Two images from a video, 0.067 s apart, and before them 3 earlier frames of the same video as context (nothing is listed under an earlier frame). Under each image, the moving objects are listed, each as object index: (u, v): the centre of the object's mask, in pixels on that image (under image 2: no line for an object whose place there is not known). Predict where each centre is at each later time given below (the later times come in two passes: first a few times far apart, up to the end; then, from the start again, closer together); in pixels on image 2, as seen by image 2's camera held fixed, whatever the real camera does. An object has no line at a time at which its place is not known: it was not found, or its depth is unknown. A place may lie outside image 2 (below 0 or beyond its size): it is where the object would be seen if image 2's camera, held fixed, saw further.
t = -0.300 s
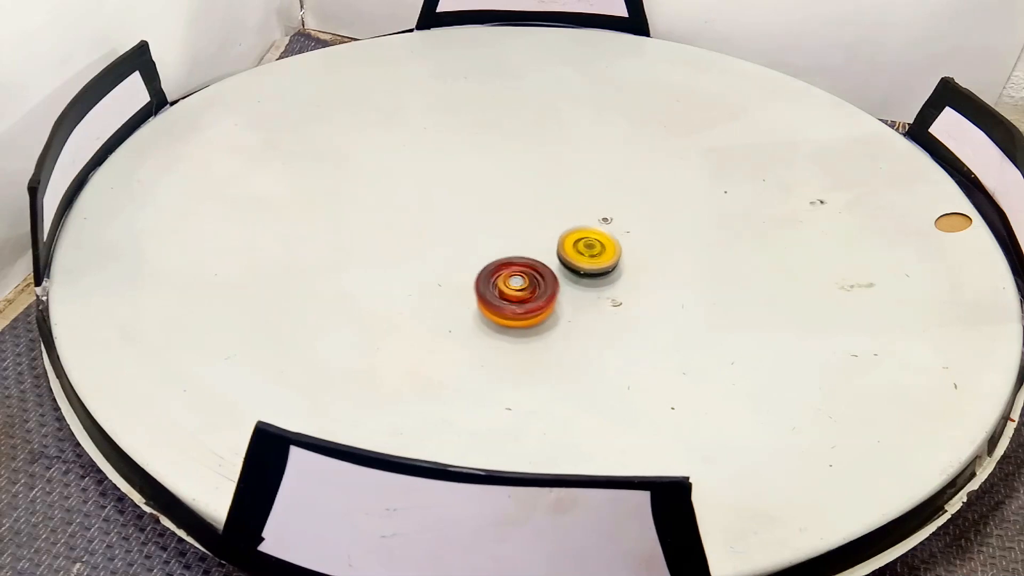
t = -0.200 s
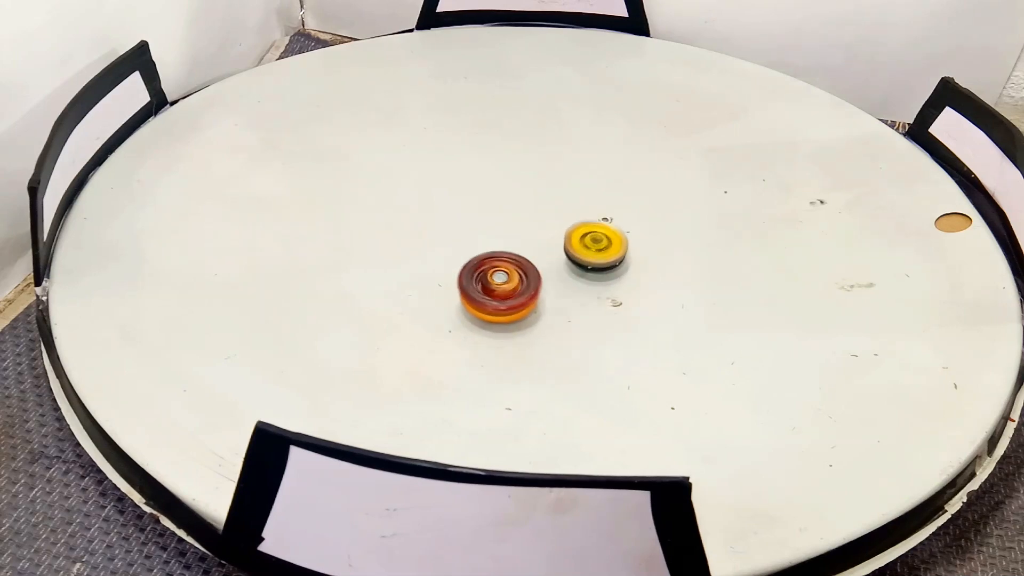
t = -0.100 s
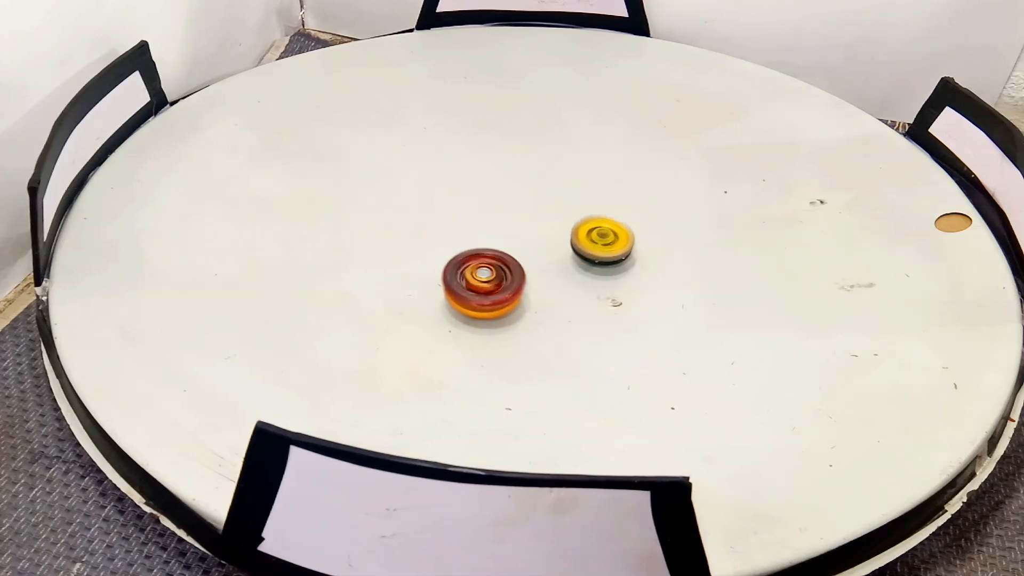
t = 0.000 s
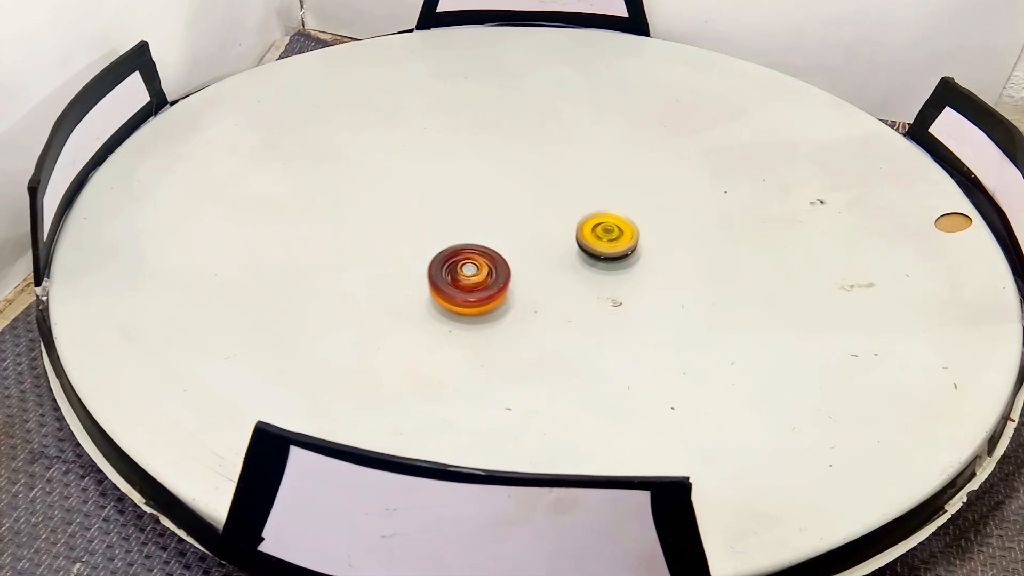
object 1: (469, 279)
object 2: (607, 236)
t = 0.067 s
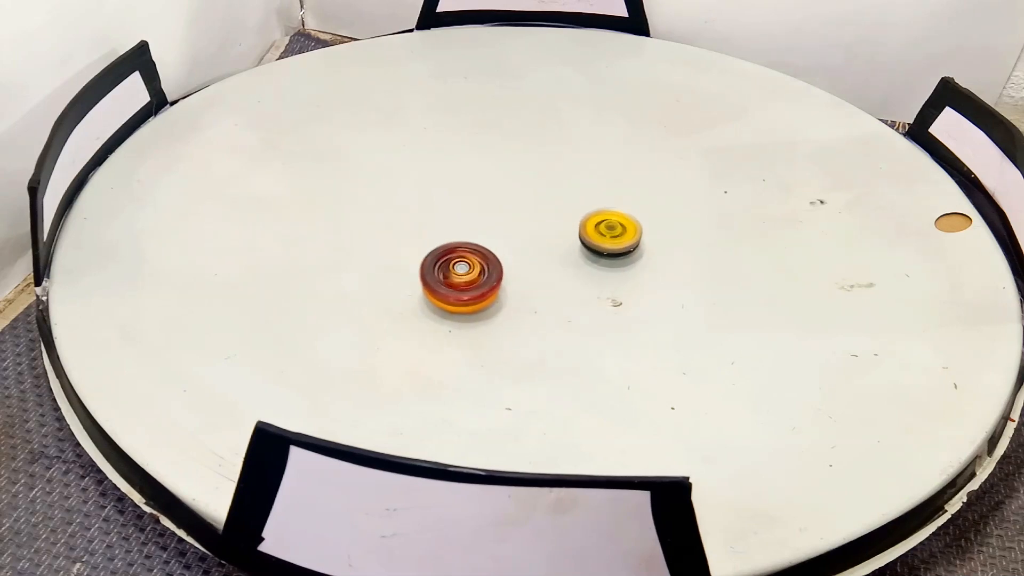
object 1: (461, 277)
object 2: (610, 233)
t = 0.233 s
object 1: (449, 273)
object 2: (614, 227)
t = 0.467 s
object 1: (439, 267)
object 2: (610, 219)
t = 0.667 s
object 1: (441, 262)
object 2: (600, 216)
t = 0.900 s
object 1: (449, 252)
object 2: (576, 217)
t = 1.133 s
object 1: (455, 239)
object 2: (548, 218)
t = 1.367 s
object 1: (454, 226)
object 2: (524, 217)
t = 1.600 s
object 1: (429, 221)
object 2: (549, 211)
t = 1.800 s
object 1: (425, 226)
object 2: (561, 213)
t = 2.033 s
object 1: (443, 232)
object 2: (573, 224)
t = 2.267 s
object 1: (483, 233)
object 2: (575, 239)
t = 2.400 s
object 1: (504, 228)
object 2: (572, 247)
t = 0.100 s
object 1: (459, 276)
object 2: (611, 232)
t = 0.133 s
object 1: (455, 275)
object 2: (612, 230)
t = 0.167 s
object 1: (453, 274)
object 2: (613, 229)
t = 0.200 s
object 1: (450, 274)
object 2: (613, 228)
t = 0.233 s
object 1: (449, 273)
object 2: (614, 227)
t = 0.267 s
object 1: (446, 272)
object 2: (614, 225)
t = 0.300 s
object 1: (444, 271)
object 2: (614, 224)
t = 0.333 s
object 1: (442, 271)
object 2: (614, 223)
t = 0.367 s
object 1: (441, 270)
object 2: (614, 222)
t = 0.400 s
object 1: (440, 269)
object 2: (613, 221)
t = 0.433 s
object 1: (440, 268)
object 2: (612, 220)
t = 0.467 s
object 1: (439, 267)
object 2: (610, 219)
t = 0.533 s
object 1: (440, 267)
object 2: (609, 218)
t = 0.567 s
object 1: (439, 265)
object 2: (606, 217)
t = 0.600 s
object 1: (440, 264)
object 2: (604, 217)
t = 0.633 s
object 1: (440, 263)
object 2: (602, 216)
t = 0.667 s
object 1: (441, 262)
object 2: (600, 216)
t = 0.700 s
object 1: (442, 261)
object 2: (597, 216)
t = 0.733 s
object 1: (443, 260)
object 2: (594, 216)
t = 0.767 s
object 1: (444, 258)
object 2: (591, 216)
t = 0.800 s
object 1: (445, 257)
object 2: (587, 216)
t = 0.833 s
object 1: (447, 256)
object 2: (583, 216)
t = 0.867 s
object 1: (447, 254)
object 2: (580, 216)
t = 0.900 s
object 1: (449, 252)
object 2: (576, 217)
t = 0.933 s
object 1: (449, 251)
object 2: (572, 217)
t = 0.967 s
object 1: (451, 249)
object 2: (568, 217)
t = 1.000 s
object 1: (451, 247)
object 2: (565, 217)
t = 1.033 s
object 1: (453, 245)
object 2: (561, 218)
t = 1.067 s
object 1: (453, 243)
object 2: (557, 218)
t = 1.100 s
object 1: (454, 242)
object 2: (552, 218)
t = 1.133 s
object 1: (455, 239)
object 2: (548, 218)
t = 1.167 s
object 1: (455, 238)
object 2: (545, 218)
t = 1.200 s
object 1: (456, 235)
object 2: (541, 218)
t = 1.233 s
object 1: (456, 233)
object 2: (537, 218)
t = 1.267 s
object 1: (457, 231)
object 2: (533, 218)
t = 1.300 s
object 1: (456, 230)
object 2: (528, 218)
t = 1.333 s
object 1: (457, 228)
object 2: (525, 218)
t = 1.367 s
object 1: (454, 226)
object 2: (524, 217)
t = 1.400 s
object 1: (445, 226)
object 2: (533, 215)
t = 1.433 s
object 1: (444, 225)
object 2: (539, 214)
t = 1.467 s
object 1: (440, 222)
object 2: (542, 213)
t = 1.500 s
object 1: (435, 222)
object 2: (544, 212)
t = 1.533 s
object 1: (433, 222)
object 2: (545, 212)
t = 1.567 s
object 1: (431, 221)
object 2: (547, 211)
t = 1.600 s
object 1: (429, 221)
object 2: (549, 211)
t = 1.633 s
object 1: (428, 222)
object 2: (551, 210)
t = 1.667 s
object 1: (426, 222)
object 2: (553, 210)
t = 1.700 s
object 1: (425, 223)
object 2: (555, 211)
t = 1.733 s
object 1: (424, 224)
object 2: (557, 212)
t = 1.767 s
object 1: (425, 225)
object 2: (559, 212)
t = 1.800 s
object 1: (425, 226)
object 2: (561, 213)
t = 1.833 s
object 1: (427, 228)
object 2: (562, 214)
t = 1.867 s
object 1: (428, 228)
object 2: (565, 216)
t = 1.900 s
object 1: (430, 229)
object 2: (566, 217)
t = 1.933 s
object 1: (433, 230)
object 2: (568, 219)
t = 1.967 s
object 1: (435, 231)
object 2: (570, 221)
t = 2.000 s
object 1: (439, 232)
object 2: (571, 223)
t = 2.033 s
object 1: (443, 232)
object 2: (573, 224)
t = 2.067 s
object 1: (449, 234)
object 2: (574, 227)
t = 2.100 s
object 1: (454, 233)
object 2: (575, 229)
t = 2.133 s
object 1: (460, 234)
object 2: (576, 231)
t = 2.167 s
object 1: (466, 234)
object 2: (576, 233)
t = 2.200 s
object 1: (472, 234)
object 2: (576, 235)
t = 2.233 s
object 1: (478, 234)
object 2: (576, 237)
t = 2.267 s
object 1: (483, 233)
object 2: (575, 239)
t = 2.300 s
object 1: (489, 232)
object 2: (575, 241)
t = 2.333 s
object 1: (494, 230)
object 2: (574, 243)
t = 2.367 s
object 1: (499, 229)
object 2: (573, 245)
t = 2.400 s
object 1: (504, 228)
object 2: (572, 247)
